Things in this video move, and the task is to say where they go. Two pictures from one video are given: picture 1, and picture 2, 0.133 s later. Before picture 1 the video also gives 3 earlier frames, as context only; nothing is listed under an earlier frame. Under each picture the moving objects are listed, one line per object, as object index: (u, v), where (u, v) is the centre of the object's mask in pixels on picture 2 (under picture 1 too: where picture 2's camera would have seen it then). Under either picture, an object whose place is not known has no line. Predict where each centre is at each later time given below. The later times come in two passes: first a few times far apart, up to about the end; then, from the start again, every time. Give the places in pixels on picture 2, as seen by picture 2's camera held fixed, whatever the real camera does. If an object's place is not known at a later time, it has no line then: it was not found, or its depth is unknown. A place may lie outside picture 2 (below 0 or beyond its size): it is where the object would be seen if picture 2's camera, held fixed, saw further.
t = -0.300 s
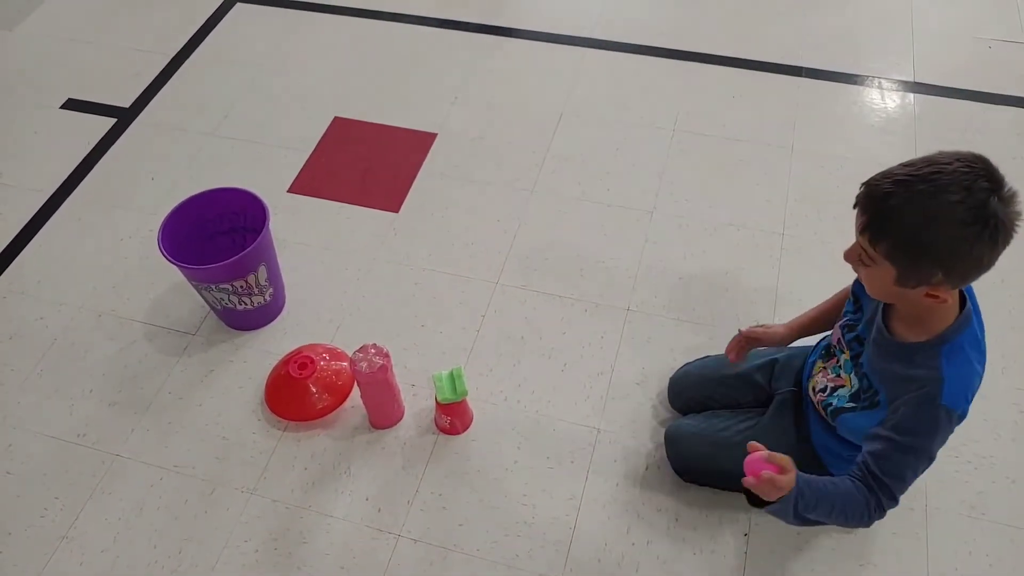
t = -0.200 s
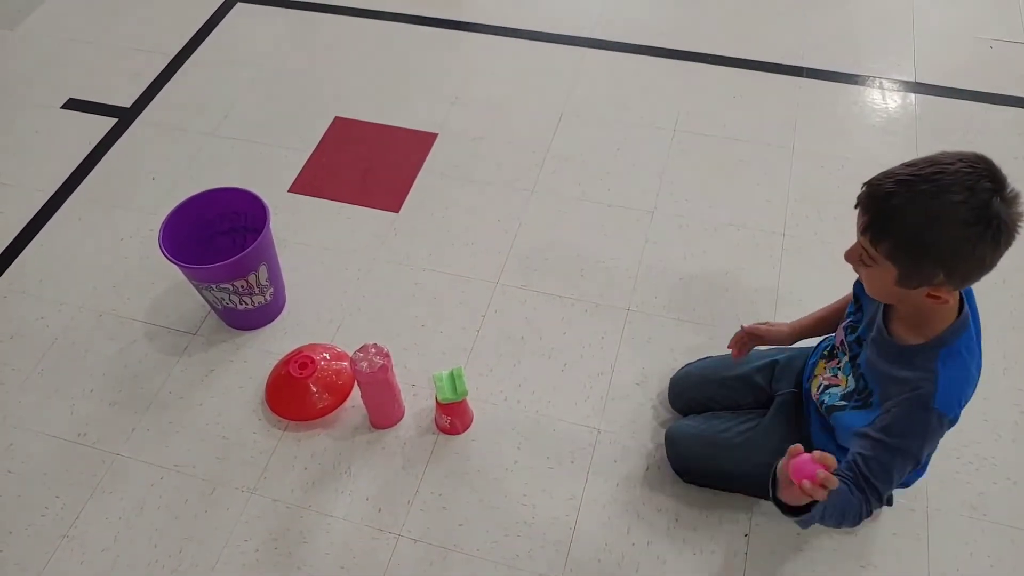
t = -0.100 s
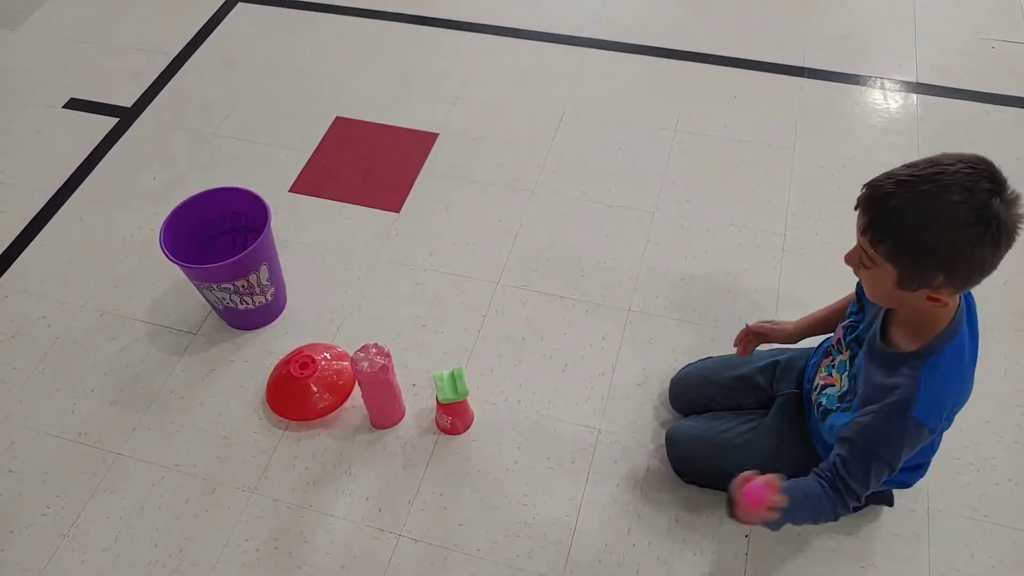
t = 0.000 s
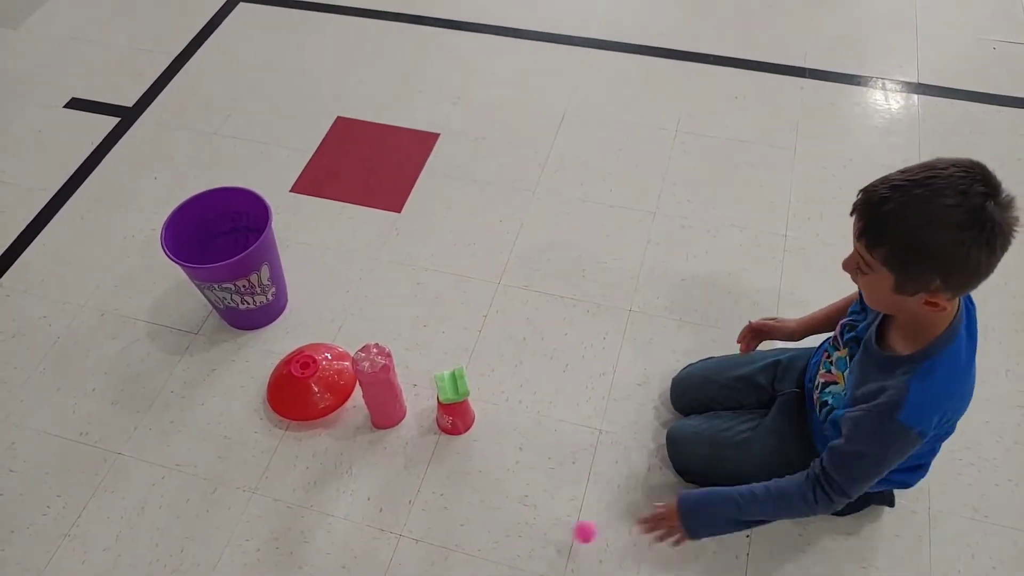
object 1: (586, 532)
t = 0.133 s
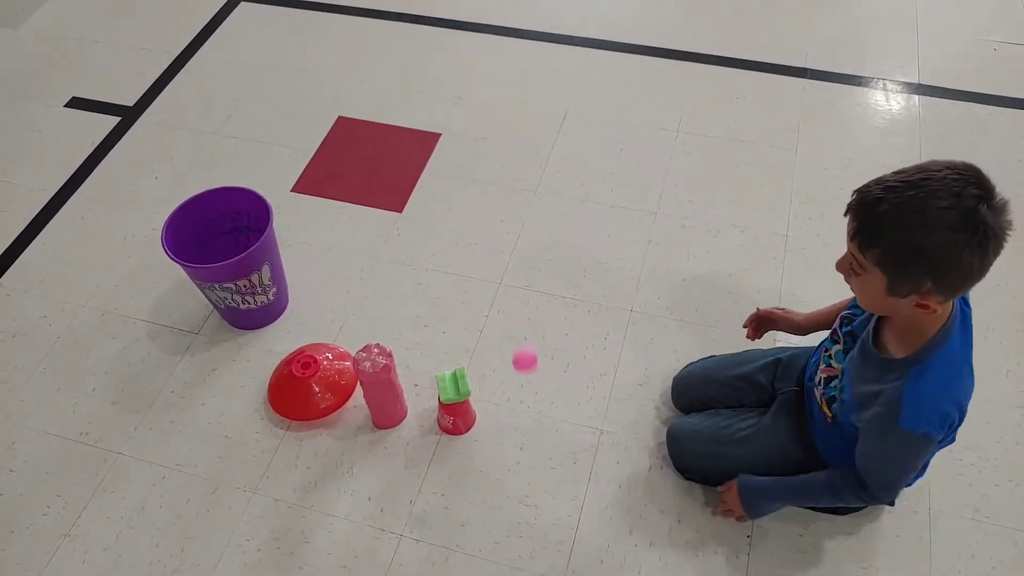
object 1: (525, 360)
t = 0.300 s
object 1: (429, 133)
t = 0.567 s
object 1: (307, 35)
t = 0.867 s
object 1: (326, 272)
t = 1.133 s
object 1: (246, 56)
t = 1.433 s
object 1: (263, 116)
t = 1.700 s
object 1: (240, 49)
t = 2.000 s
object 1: (256, 88)
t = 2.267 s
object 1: (232, 12)
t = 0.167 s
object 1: (508, 312)
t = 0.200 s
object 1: (490, 265)
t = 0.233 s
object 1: (470, 218)
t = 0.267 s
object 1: (449, 173)
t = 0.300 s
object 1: (429, 133)
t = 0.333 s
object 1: (408, 94)
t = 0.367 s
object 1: (387, 64)
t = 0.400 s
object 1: (369, 40)
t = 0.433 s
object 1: (352, 23)
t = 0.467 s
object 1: (337, 16)
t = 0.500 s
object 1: (325, 15)
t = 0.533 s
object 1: (315, 20)
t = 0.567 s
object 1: (307, 35)
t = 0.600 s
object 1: (303, 54)
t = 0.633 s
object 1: (300, 77)
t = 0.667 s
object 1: (301, 105)
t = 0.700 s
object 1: (303, 135)
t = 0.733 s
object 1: (308, 168)
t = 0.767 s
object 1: (312, 198)
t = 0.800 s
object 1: (319, 233)
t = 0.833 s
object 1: (325, 265)
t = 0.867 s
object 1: (326, 272)
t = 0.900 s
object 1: (313, 237)
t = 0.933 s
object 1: (300, 202)
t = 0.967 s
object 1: (289, 170)
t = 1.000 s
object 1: (278, 141)
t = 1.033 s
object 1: (268, 114)
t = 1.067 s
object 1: (259, 91)
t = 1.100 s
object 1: (252, 71)
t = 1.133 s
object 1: (246, 56)
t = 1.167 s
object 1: (241, 46)
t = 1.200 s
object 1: (238, 40)
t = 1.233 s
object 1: (237, 39)
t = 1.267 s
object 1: (238, 42)
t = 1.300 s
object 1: (240, 50)
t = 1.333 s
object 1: (243, 62)
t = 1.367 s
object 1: (249, 77)
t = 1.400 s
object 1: (256, 95)
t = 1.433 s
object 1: (263, 116)
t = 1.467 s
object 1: (270, 140)
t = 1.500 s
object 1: (280, 165)
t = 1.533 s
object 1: (274, 150)
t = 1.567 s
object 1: (265, 123)
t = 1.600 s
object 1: (257, 99)
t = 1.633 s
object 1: (250, 79)
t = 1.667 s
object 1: (245, 62)
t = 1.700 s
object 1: (240, 49)
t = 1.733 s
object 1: (237, 39)
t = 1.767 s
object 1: (235, 33)
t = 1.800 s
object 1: (235, 30)
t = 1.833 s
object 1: (236, 30)
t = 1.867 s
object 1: (238, 35)
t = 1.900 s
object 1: (242, 42)
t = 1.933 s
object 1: (245, 54)
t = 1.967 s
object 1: (250, 69)
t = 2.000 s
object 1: (256, 88)
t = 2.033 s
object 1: (261, 101)
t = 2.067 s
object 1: (253, 79)
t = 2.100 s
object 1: (247, 60)
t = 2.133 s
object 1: (241, 44)
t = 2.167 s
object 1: (237, 31)
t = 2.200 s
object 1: (234, 22)
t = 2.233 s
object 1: (232, 14)
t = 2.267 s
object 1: (232, 12)
